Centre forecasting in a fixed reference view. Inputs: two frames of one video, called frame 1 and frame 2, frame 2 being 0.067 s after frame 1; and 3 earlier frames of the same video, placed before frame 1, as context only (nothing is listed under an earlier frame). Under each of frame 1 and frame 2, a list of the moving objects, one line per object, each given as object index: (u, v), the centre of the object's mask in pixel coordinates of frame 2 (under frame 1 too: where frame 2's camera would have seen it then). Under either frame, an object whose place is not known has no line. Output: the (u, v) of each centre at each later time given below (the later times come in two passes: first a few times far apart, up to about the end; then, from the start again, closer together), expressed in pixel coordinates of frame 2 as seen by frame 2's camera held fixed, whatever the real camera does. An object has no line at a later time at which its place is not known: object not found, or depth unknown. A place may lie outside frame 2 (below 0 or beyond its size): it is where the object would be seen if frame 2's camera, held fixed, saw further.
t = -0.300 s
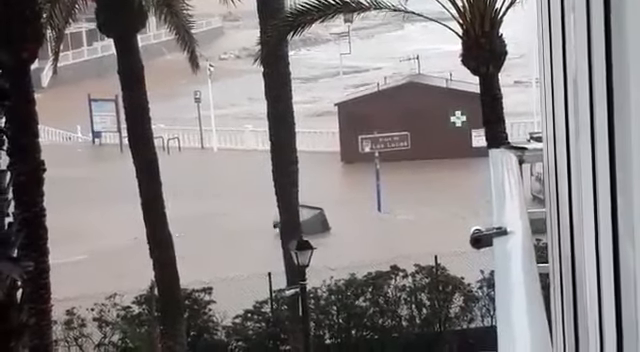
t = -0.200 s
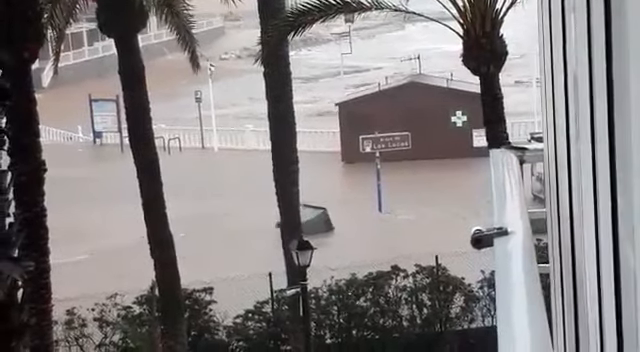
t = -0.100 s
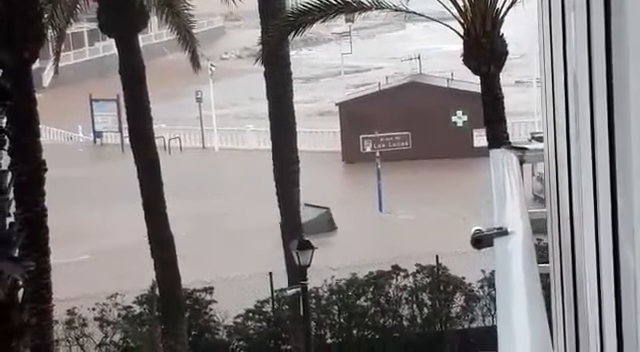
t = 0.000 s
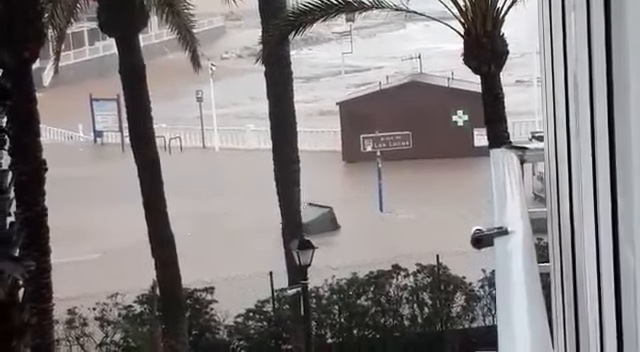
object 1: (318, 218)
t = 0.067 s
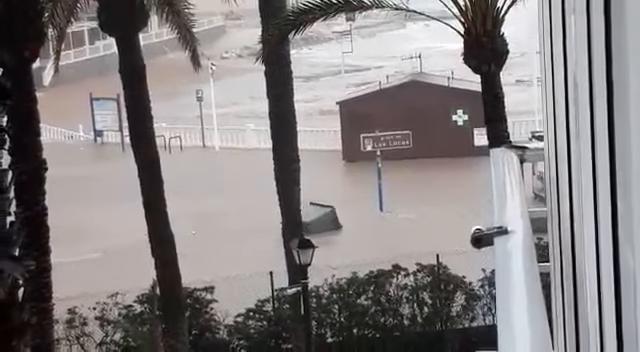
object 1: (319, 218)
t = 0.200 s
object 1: (321, 218)
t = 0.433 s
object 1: (324, 217)
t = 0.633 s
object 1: (328, 219)
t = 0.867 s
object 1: (334, 219)
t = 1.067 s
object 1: (339, 218)
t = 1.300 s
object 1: (344, 218)
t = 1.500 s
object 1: (349, 217)
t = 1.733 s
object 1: (354, 218)
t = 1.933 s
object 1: (358, 218)
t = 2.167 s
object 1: (363, 218)
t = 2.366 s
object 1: (367, 218)
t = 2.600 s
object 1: (372, 217)
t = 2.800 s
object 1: (375, 217)
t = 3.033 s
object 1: (379, 217)
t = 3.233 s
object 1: (383, 218)
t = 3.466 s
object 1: (387, 218)
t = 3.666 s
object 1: (390, 218)
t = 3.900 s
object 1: (394, 218)
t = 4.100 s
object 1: (397, 218)
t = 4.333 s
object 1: (400, 218)
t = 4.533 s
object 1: (403, 218)
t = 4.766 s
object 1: (408, 219)
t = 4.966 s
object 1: (411, 219)
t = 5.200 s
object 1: (415, 219)
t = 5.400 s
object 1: (417, 219)
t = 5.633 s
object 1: (421, 219)
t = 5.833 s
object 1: (424, 219)
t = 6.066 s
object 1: (428, 220)
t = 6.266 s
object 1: (431, 220)
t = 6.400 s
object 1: (433, 220)
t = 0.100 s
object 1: (320, 218)
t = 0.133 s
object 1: (320, 218)
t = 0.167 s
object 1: (321, 218)
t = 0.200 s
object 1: (321, 218)
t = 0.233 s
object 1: (322, 218)
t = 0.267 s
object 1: (322, 218)
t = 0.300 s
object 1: (323, 218)
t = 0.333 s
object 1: (323, 218)
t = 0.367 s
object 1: (324, 219)
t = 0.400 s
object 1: (325, 218)
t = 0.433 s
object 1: (324, 217)
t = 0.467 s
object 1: (325, 218)
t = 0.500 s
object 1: (326, 219)
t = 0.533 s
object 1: (327, 219)
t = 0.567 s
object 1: (327, 218)
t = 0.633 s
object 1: (328, 219)
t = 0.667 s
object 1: (329, 219)
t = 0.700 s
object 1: (329, 219)
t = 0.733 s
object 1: (330, 219)
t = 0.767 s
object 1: (332, 219)
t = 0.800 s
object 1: (332, 219)
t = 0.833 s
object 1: (334, 219)
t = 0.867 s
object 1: (334, 219)
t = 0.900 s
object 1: (335, 219)
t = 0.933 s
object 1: (336, 219)
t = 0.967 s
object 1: (336, 219)
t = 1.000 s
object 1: (337, 219)
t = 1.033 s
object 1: (338, 218)
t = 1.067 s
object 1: (339, 218)
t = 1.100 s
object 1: (340, 218)
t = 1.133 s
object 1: (340, 218)
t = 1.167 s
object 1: (341, 218)
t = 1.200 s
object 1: (342, 218)
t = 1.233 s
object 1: (343, 218)
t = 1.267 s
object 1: (344, 218)
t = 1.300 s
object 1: (344, 218)
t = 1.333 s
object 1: (345, 218)
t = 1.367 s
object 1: (346, 218)
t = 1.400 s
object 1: (347, 218)
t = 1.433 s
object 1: (347, 218)
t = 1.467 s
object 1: (348, 218)
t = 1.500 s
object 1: (349, 217)
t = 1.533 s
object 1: (350, 218)
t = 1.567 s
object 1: (350, 217)
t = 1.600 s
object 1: (351, 218)
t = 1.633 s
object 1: (352, 217)
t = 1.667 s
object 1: (353, 217)
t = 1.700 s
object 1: (353, 218)
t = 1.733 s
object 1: (354, 218)
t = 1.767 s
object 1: (355, 218)
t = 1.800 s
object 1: (356, 218)
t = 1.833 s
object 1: (356, 218)
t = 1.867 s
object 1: (357, 218)
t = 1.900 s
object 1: (357, 218)
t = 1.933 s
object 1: (358, 218)
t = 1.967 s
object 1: (359, 218)
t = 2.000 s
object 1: (360, 218)
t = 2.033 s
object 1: (360, 218)
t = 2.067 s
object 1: (360, 218)
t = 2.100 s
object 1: (362, 218)
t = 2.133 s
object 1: (362, 218)
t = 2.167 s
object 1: (363, 218)
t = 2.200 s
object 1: (364, 218)
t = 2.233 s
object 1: (364, 218)
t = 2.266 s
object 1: (365, 218)
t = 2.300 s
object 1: (365, 218)
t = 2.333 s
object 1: (366, 218)
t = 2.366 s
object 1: (367, 218)
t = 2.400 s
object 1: (368, 218)
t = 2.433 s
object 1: (368, 218)
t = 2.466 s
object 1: (369, 218)
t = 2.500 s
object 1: (370, 218)
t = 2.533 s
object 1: (370, 217)
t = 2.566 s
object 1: (371, 217)
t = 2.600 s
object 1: (372, 217)
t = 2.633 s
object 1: (372, 217)
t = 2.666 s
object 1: (373, 217)
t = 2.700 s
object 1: (374, 217)
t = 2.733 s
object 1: (374, 217)
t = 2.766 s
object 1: (375, 217)
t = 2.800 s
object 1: (375, 217)
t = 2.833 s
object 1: (376, 217)
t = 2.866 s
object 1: (377, 217)
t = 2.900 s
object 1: (377, 217)
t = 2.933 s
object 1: (378, 217)
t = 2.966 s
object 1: (378, 217)
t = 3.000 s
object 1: (379, 216)
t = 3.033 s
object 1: (379, 217)
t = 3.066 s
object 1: (380, 216)
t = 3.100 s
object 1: (380, 217)
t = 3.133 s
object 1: (381, 217)
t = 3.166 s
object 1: (382, 217)
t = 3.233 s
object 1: (383, 218)
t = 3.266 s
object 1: (383, 218)
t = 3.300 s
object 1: (384, 218)
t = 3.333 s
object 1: (385, 218)
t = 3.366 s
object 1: (385, 218)
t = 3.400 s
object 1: (386, 218)
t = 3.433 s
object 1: (386, 218)
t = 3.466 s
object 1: (387, 218)
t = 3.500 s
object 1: (387, 218)
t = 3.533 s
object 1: (388, 218)
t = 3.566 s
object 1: (389, 218)
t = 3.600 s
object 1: (389, 218)
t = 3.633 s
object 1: (390, 218)
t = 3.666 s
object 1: (390, 218)
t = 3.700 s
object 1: (391, 218)
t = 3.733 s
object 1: (392, 218)
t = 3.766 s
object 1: (392, 218)
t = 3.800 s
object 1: (393, 218)
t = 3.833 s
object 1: (393, 218)
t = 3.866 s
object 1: (394, 218)
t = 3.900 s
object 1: (394, 218)
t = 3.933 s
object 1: (395, 219)
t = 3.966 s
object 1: (395, 218)
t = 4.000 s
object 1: (396, 218)
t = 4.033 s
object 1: (396, 218)
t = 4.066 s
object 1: (397, 218)
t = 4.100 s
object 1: (397, 218)
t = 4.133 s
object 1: (398, 218)
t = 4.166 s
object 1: (398, 218)
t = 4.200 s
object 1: (399, 218)
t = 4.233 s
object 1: (399, 218)
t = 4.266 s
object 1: (400, 218)
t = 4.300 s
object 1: (400, 218)
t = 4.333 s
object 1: (400, 218)
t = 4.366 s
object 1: (401, 218)
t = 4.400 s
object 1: (402, 219)
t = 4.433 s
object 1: (402, 219)
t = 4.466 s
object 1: (402, 219)
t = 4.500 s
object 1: (403, 219)
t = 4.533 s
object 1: (403, 218)
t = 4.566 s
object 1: (404, 219)
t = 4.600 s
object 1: (405, 218)
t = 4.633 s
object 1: (405, 219)
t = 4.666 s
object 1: (406, 219)
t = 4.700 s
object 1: (406, 219)
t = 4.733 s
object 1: (407, 219)
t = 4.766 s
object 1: (408, 219)
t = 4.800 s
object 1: (408, 219)
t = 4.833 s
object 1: (409, 219)
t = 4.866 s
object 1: (409, 219)
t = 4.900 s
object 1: (410, 219)
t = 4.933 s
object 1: (410, 219)
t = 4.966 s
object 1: (411, 219)
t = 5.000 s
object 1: (411, 219)
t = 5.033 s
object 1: (412, 219)
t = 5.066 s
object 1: (412, 219)
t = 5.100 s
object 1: (413, 219)
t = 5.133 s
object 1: (414, 219)
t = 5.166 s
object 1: (414, 219)
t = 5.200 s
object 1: (415, 219)
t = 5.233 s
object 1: (415, 219)
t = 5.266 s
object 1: (416, 219)
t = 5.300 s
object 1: (416, 219)
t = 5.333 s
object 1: (416, 219)
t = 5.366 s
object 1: (417, 219)
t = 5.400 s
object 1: (417, 219)
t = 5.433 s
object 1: (418, 219)
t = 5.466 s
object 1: (418, 219)
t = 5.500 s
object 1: (419, 219)
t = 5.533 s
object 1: (419, 219)
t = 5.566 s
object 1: (420, 219)
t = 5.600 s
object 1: (421, 219)
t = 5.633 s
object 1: (421, 219)
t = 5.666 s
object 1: (422, 219)
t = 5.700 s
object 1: (422, 219)
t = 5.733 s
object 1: (423, 219)
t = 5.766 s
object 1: (424, 220)
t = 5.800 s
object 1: (424, 220)
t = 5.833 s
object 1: (424, 219)
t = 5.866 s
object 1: (425, 220)
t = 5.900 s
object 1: (425, 220)
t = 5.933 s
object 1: (426, 220)
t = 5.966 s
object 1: (427, 220)
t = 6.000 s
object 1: (427, 219)
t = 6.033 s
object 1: (427, 220)
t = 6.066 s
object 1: (428, 220)
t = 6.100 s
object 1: (428, 220)
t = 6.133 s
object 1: (429, 220)
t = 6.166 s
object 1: (429, 219)
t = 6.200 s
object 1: (430, 219)
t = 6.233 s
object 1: (431, 219)
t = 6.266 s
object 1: (431, 220)
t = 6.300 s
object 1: (431, 219)
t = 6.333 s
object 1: (432, 219)
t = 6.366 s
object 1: (433, 219)
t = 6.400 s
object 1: (433, 220)
